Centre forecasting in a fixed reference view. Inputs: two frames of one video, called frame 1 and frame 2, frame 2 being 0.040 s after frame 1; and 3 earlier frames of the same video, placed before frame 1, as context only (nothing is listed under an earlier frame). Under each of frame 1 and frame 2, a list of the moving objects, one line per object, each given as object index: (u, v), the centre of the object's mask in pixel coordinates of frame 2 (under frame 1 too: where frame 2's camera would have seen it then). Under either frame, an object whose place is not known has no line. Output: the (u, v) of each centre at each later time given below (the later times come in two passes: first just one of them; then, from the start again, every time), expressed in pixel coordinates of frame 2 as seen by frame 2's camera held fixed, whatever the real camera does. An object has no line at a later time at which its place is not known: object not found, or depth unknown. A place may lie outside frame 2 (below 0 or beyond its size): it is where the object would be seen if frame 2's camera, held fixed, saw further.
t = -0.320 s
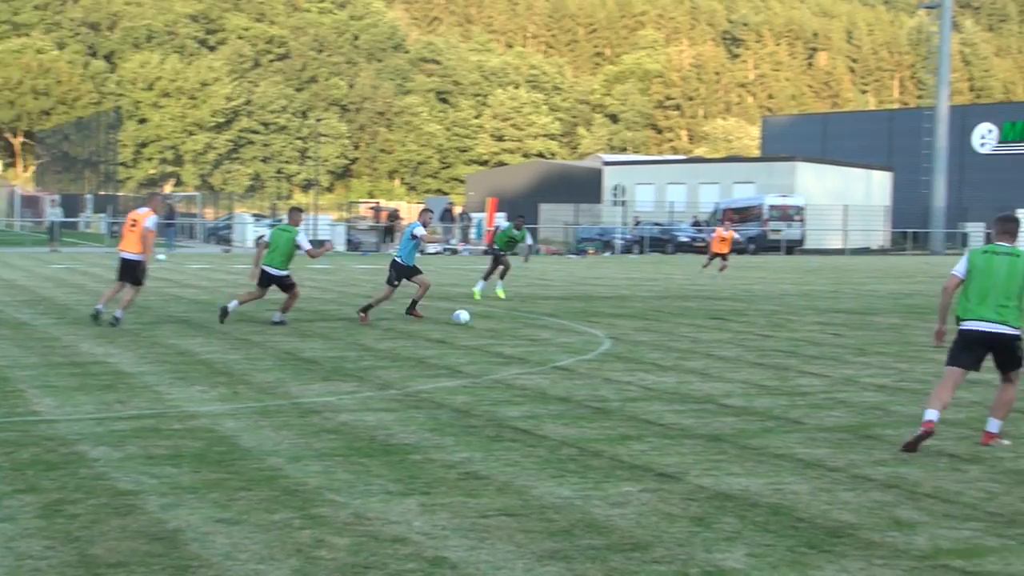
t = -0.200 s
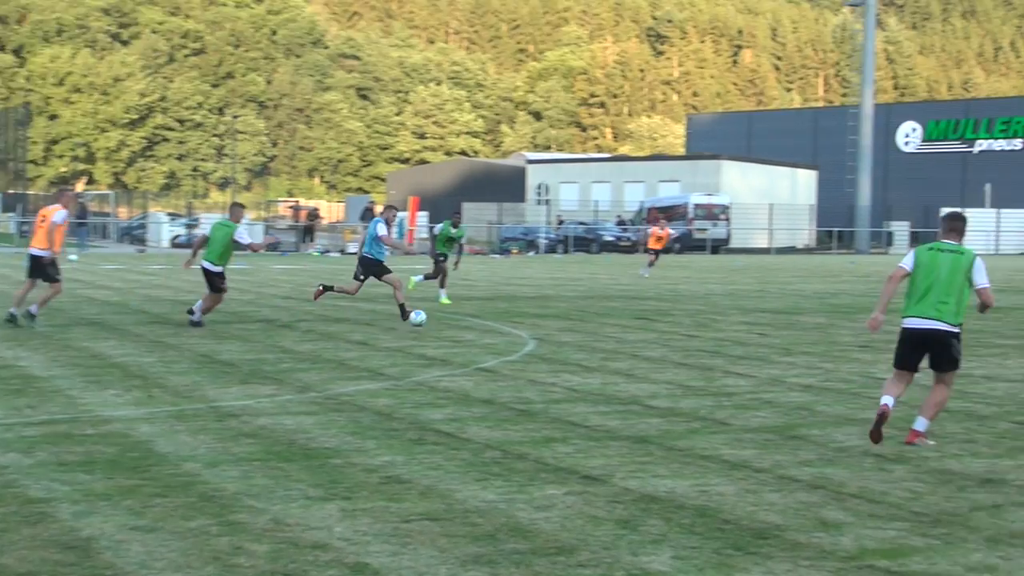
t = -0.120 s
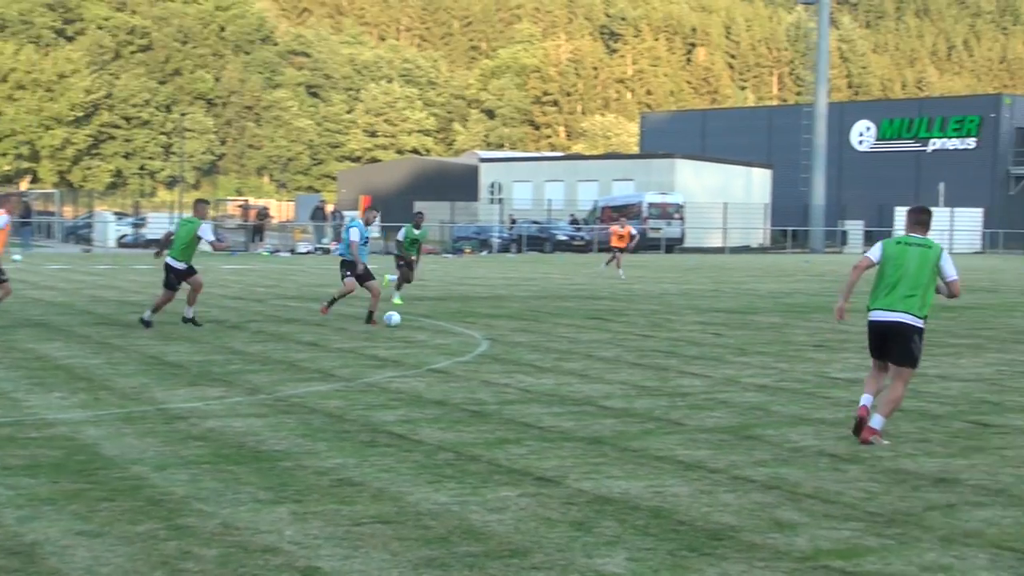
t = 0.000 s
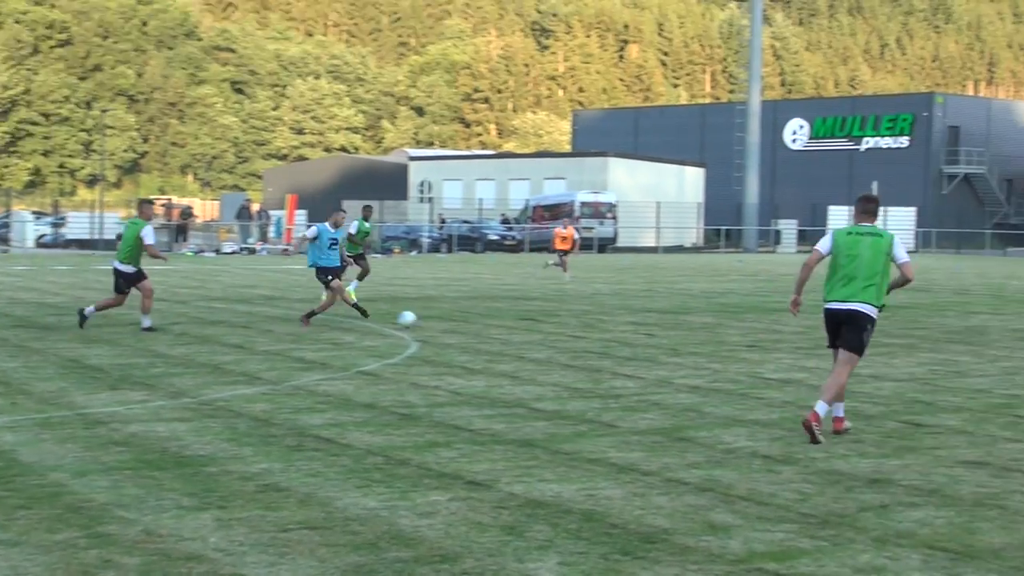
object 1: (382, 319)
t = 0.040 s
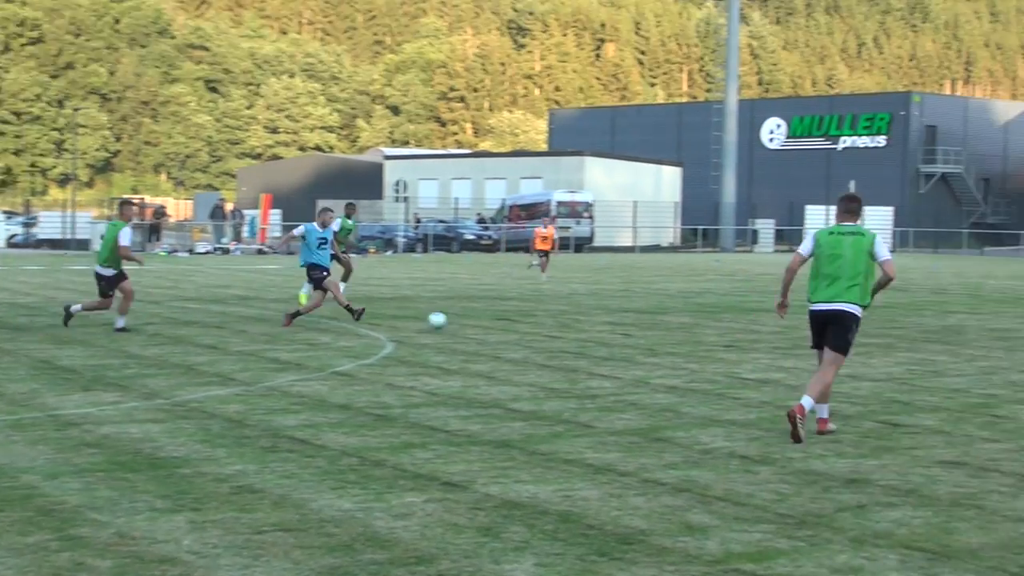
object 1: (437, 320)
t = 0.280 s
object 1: (730, 325)
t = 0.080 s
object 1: (491, 322)
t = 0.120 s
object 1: (544, 325)
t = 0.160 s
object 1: (591, 325)
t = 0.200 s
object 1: (638, 323)
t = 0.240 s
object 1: (684, 323)
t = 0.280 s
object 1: (730, 325)
